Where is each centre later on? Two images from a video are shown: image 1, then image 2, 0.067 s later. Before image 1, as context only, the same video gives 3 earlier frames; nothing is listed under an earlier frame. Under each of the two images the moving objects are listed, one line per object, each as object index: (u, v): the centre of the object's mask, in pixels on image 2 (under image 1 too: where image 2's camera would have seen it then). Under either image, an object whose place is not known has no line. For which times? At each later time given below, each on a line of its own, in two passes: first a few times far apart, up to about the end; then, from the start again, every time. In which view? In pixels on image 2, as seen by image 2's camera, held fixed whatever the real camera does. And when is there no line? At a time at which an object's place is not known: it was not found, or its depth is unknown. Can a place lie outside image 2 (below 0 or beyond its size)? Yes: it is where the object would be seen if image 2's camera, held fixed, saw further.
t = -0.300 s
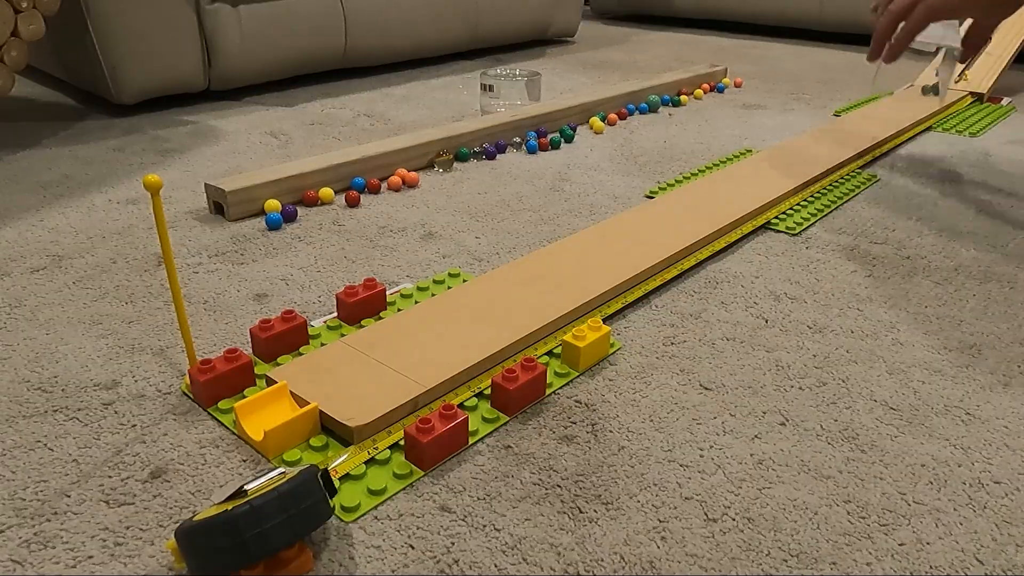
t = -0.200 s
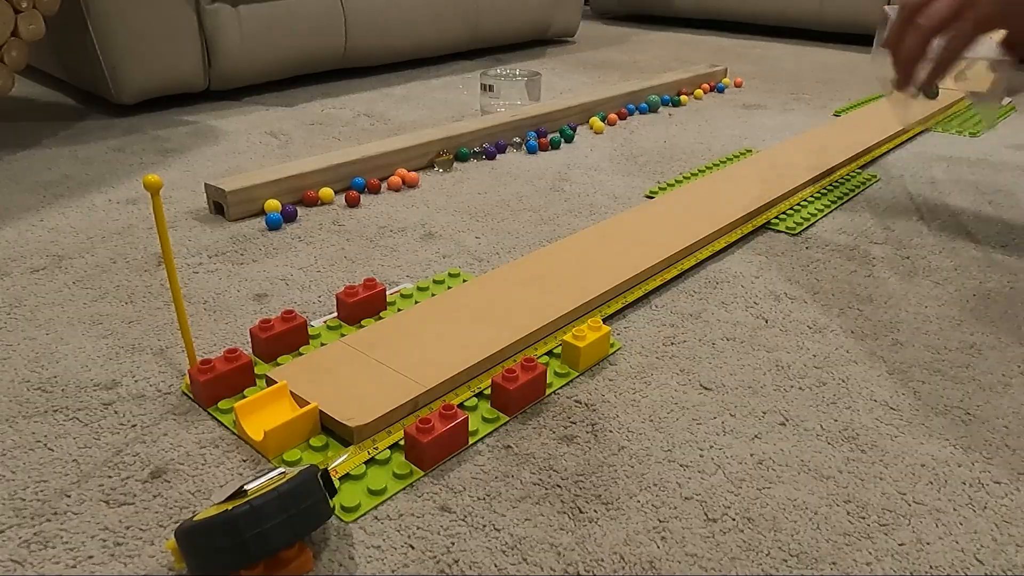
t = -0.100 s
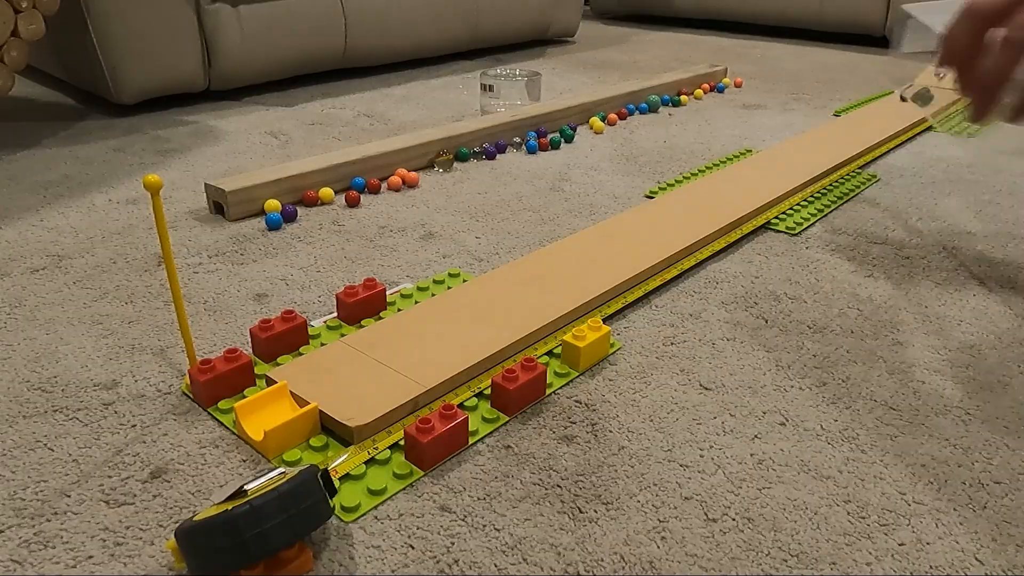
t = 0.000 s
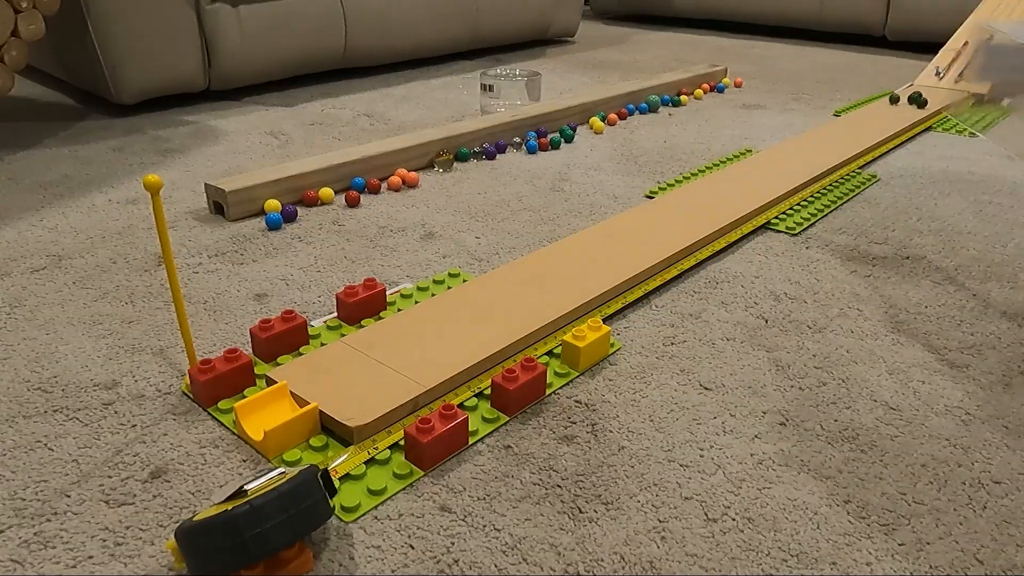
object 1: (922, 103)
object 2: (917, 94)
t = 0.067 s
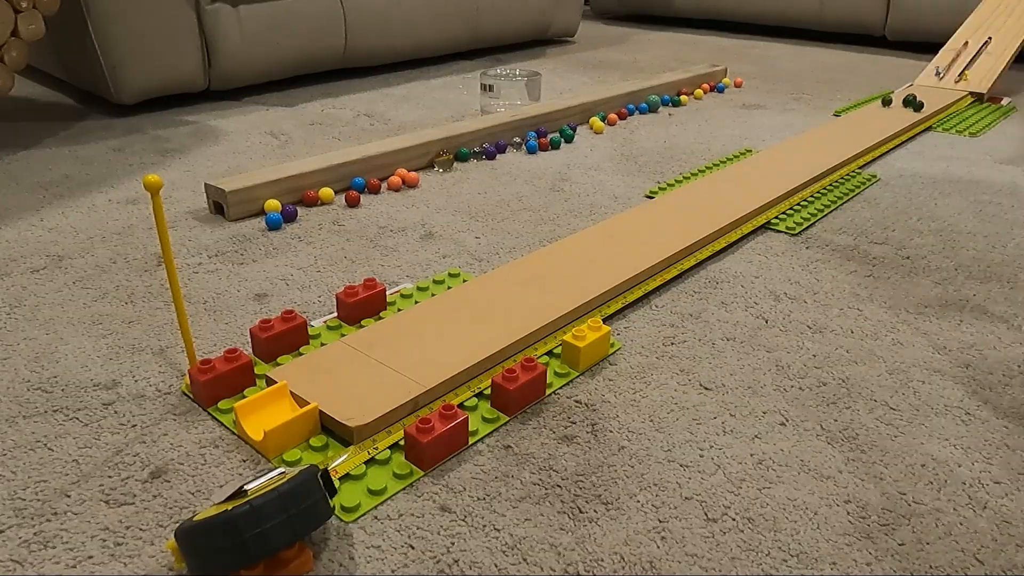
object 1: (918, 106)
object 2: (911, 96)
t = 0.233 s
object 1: (907, 114)
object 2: (896, 103)
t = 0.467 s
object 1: (888, 126)
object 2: (872, 113)
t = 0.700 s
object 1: (866, 138)
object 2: (847, 124)
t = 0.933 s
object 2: (819, 135)
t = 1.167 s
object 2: (786, 146)
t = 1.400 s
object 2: (748, 157)
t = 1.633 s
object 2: (706, 169)
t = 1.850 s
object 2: (664, 186)
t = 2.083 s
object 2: (631, 200)
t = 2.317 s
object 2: (614, 202)
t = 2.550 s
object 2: (613, 203)
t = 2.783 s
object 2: (613, 203)
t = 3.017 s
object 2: (613, 203)
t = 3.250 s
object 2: (613, 203)
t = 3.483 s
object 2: (613, 203)
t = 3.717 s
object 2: (613, 203)
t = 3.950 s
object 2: (613, 203)
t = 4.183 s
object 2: (613, 203)
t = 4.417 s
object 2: (613, 203)
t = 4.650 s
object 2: (613, 203)
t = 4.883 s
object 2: (613, 203)
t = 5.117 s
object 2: (613, 203)
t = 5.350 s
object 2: (613, 203)
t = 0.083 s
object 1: (917, 106)
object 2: (910, 97)
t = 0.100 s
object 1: (916, 107)
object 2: (908, 98)
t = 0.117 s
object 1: (914, 108)
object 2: (907, 98)
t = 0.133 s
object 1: (913, 109)
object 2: (905, 99)
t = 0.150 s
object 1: (912, 110)
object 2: (904, 99)
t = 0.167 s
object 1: (911, 111)
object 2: (902, 100)
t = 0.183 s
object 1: (910, 111)
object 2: (901, 101)
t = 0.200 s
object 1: (909, 112)
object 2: (899, 102)
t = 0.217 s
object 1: (907, 113)
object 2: (897, 102)
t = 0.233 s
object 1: (907, 114)
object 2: (896, 103)
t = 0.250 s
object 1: (905, 115)
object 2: (894, 104)
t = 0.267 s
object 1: (904, 115)
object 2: (893, 104)
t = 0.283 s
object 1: (903, 116)
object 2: (891, 105)
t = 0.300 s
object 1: (901, 117)
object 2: (889, 105)
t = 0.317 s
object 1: (900, 118)
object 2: (888, 106)
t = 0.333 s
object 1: (899, 119)
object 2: (886, 107)
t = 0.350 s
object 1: (898, 120)
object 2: (884, 108)
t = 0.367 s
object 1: (896, 120)
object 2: (883, 109)
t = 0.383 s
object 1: (895, 121)
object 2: (881, 109)
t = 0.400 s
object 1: (894, 122)
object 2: (879, 110)
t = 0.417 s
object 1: (893, 123)
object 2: (878, 111)
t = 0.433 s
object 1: (891, 124)
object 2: (876, 111)
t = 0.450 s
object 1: (889, 125)
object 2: (874, 112)
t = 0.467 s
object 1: (888, 126)
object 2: (872, 113)
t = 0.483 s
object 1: (887, 126)
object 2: (871, 114)
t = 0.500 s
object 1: (885, 127)
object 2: (869, 114)
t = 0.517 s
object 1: (884, 128)
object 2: (867, 115)
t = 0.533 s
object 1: (882, 129)
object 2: (865, 116)
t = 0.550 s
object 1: (881, 130)
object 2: (863, 117)
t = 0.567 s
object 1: (879, 131)
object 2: (861, 118)
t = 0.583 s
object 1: (878, 132)
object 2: (860, 119)
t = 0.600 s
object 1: (876, 133)
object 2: (858, 120)
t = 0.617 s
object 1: (875, 133)
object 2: (856, 120)
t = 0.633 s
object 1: (873, 134)
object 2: (854, 121)
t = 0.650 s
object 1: (871, 135)
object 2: (853, 122)
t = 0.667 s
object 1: (870, 136)
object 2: (851, 123)
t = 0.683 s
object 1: (868, 137)
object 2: (849, 124)
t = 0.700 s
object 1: (866, 138)
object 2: (847, 124)
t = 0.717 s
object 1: (865, 139)
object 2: (845, 125)
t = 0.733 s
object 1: (863, 140)
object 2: (843, 126)
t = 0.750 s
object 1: (861, 141)
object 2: (841, 127)
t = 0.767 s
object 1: (859, 142)
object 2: (839, 128)
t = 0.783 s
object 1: (858, 143)
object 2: (837, 128)
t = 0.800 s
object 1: (856, 144)
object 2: (835, 129)
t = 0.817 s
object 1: (854, 145)
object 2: (833, 130)
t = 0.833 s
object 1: (853, 145)
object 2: (831, 131)
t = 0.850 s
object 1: (851, 146)
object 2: (829, 131)
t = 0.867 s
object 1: (849, 148)
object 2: (827, 132)
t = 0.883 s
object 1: (847, 148)
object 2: (825, 133)
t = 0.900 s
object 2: (823, 134)
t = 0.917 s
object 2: (821, 134)
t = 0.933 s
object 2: (819, 135)
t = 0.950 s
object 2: (816, 136)
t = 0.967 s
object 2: (814, 137)
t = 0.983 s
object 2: (812, 137)
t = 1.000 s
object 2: (810, 138)
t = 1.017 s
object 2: (807, 139)
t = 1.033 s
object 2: (805, 140)
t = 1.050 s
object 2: (803, 141)
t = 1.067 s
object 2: (800, 141)
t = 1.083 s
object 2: (798, 142)
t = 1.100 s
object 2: (796, 143)
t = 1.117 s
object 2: (793, 144)
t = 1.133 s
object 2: (791, 145)
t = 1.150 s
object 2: (788, 146)
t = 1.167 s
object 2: (786, 146)
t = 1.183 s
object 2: (783, 147)
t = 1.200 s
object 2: (781, 148)
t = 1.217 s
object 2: (778, 149)
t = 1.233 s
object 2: (775, 149)
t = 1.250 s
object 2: (773, 150)
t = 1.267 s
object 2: (770, 151)
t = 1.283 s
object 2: (768, 152)
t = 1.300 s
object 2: (765, 153)
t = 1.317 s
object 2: (762, 153)
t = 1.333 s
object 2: (760, 154)
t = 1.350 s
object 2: (757, 155)
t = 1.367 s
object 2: (754, 156)
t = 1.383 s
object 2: (751, 157)
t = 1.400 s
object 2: (748, 157)
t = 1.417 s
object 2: (746, 158)
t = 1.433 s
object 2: (743, 159)
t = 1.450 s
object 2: (740, 160)
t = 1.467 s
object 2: (737, 161)
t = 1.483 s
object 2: (734, 162)
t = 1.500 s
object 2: (731, 162)
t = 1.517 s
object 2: (728, 163)
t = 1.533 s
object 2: (725, 164)
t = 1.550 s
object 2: (722, 165)
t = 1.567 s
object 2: (719, 166)
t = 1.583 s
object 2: (716, 167)
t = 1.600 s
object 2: (713, 167)
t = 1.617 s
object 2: (710, 168)
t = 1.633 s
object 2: (706, 169)
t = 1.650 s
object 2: (704, 170)
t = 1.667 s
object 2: (700, 171)
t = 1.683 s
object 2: (697, 171)
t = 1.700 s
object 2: (694, 172)
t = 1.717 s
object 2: (690, 173)
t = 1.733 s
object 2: (686, 175)
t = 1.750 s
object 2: (681, 177)
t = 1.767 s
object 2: (675, 182)
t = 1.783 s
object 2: (673, 183)
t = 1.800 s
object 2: (671, 183)
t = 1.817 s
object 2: (668, 184)
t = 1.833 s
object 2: (666, 185)
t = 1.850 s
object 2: (664, 186)
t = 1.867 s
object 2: (661, 188)
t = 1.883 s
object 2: (658, 190)
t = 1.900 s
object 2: (654, 193)
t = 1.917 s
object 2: (652, 193)
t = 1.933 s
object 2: (650, 194)
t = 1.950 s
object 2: (647, 196)
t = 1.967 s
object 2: (645, 196)
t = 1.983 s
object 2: (643, 197)
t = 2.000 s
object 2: (640, 197)
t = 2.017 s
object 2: (638, 198)
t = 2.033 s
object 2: (636, 198)
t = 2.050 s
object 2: (634, 199)
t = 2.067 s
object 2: (633, 199)
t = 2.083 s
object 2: (631, 200)
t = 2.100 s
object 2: (630, 200)
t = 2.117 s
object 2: (628, 200)
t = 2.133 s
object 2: (627, 200)
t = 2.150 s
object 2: (625, 201)
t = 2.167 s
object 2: (624, 201)
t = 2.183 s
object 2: (622, 201)
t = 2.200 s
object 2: (621, 202)
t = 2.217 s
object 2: (620, 202)
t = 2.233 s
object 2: (619, 202)
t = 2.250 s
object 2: (617, 202)
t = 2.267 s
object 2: (616, 202)
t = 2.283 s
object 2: (616, 202)
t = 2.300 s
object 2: (615, 202)
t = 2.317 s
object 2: (614, 202)
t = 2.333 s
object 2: (614, 203)
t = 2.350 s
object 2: (613, 203)
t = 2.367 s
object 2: (613, 203)
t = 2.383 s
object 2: (613, 203)
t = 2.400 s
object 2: (612, 203)
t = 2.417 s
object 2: (612, 203)
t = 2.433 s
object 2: (612, 203)
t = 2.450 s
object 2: (612, 203)
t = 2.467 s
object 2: (612, 203)
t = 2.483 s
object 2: (612, 203)
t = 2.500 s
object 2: (613, 203)
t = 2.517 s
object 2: (613, 203)
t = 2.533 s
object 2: (613, 203)
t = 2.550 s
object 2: (613, 203)
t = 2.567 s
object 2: (613, 203)
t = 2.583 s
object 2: (613, 203)
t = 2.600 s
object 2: (613, 203)
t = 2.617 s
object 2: (613, 203)
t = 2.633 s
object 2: (613, 203)
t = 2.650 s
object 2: (613, 203)
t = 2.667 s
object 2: (613, 203)
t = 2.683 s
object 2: (613, 203)
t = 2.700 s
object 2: (613, 203)
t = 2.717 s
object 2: (613, 203)
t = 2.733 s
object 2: (613, 203)
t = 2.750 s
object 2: (612, 203)
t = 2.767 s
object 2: (613, 203)
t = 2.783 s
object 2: (613, 203)
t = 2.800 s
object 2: (613, 203)
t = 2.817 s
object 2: (613, 203)
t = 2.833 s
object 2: (613, 203)
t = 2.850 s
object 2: (613, 203)
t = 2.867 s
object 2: (613, 203)
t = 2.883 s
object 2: (613, 203)
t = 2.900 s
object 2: (613, 203)
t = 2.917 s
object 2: (613, 203)
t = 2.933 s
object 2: (613, 203)
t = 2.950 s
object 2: (613, 203)
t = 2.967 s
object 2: (613, 203)
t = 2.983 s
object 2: (613, 203)
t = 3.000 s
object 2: (613, 203)
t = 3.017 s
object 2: (613, 203)
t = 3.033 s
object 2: (613, 203)
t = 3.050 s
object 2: (613, 203)
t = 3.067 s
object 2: (613, 203)
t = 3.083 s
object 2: (613, 203)
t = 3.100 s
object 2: (613, 203)
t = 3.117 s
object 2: (613, 203)
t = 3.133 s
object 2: (613, 203)
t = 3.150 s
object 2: (613, 203)
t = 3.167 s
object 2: (613, 203)
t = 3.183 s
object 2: (613, 203)
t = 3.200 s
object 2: (613, 203)
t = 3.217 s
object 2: (613, 203)
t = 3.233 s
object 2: (613, 203)
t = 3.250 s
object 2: (613, 203)
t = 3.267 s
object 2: (613, 203)
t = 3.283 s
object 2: (613, 203)
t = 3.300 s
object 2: (613, 203)
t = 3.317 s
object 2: (613, 203)
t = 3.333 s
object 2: (613, 203)
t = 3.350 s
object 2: (613, 203)
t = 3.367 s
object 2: (613, 203)
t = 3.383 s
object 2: (613, 203)
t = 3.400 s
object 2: (613, 203)
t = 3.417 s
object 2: (613, 203)
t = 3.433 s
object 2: (613, 203)
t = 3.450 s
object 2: (613, 203)
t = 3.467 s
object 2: (613, 203)
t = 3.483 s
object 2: (613, 203)
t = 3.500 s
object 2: (613, 203)
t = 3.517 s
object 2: (613, 203)
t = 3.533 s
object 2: (613, 203)
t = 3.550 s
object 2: (613, 203)
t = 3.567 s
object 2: (613, 203)
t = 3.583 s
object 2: (613, 203)
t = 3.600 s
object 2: (613, 203)
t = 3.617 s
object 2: (613, 203)
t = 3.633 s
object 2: (613, 203)
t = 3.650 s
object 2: (613, 203)
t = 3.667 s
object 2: (613, 203)
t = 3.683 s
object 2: (613, 203)
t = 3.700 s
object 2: (613, 203)
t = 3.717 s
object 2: (613, 203)
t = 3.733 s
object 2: (613, 203)
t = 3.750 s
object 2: (613, 203)
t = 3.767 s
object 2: (613, 203)
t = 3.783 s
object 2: (613, 203)
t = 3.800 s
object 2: (613, 203)
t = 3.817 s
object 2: (613, 203)
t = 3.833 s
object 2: (613, 203)
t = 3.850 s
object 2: (613, 203)
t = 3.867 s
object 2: (613, 203)
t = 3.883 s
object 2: (613, 203)
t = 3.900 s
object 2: (613, 203)
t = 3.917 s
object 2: (613, 203)
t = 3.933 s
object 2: (613, 203)
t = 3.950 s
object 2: (613, 203)
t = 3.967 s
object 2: (613, 203)
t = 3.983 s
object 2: (613, 203)
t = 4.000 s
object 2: (613, 203)
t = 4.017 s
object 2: (613, 203)
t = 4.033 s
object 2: (613, 203)
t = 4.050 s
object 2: (613, 203)
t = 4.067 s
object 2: (613, 203)
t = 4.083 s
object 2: (613, 203)
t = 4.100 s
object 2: (613, 203)
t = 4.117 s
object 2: (613, 203)
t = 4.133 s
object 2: (613, 203)
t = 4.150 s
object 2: (613, 203)
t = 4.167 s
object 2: (613, 203)
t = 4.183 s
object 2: (613, 203)
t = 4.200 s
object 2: (613, 203)
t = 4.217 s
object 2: (613, 203)
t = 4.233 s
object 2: (613, 203)
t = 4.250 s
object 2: (613, 203)
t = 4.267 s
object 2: (613, 203)
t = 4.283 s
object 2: (613, 203)
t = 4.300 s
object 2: (613, 203)
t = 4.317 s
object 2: (613, 203)
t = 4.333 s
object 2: (613, 203)
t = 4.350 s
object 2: (613, 203)
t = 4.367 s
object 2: (613, 203)
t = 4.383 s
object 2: (613, 203)
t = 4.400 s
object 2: (613, 203)
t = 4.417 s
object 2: (613, 203)
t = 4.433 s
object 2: (613, 203)
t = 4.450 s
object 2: (613, 203)
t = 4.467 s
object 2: (613, 203)
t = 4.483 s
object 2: (613, 203)
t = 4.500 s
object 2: (613, 203)
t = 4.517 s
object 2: (613, 203)
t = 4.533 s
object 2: (613, 203)
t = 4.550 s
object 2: (613, 203)
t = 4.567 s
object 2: (613, 203)
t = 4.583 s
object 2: (613, 203)
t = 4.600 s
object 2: (613, 203)
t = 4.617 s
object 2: (613, 203)
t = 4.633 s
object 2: (613, 203)
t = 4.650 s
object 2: (613, 203)
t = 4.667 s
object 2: (613, 203)
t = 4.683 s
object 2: (613, 203)
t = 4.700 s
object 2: (613, 203)
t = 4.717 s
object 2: (613, 203)
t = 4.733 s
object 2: (613, 203)
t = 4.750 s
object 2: (613, 203)
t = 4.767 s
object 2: (613, 203)
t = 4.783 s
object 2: (613, 203)
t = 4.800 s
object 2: (613, 203)
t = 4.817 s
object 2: (613, 203)
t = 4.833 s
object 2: (613, 203)
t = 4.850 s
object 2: (613, 203)
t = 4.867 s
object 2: (613, 203)
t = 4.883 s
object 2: (613, 203)
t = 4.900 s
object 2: (613, 203)
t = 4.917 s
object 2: (613, 203)
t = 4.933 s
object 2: (613, 203)
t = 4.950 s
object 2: (613, 203)
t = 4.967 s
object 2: (613, 203)
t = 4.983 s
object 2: (613, 203)
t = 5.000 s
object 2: (613, 203)
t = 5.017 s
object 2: (613, 203)
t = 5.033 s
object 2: (613, 203)
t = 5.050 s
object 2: (613, 203)
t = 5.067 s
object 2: (613, 203)
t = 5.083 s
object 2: (613, 203)
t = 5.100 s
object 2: (613, 203)
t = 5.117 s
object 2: (613, 203)
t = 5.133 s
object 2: (613, 203)
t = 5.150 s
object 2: (613, 203)
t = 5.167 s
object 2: (613, 203)
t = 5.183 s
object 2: (613, 203)
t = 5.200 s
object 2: (613, 203)
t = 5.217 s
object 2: (613, 203)
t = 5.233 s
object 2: (613, 203)
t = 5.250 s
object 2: (613, 203)
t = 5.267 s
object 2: (613, 203)
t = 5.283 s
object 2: (613, 203)
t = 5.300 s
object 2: (613, 203)
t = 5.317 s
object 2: (613, 203)
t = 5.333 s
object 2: (613, 203)
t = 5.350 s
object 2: (613, 203)
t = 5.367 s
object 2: (613, 203)
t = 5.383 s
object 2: (613, 203)
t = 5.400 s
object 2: (613, 203)
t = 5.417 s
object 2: (613, 203)
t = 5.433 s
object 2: (613, 203)
